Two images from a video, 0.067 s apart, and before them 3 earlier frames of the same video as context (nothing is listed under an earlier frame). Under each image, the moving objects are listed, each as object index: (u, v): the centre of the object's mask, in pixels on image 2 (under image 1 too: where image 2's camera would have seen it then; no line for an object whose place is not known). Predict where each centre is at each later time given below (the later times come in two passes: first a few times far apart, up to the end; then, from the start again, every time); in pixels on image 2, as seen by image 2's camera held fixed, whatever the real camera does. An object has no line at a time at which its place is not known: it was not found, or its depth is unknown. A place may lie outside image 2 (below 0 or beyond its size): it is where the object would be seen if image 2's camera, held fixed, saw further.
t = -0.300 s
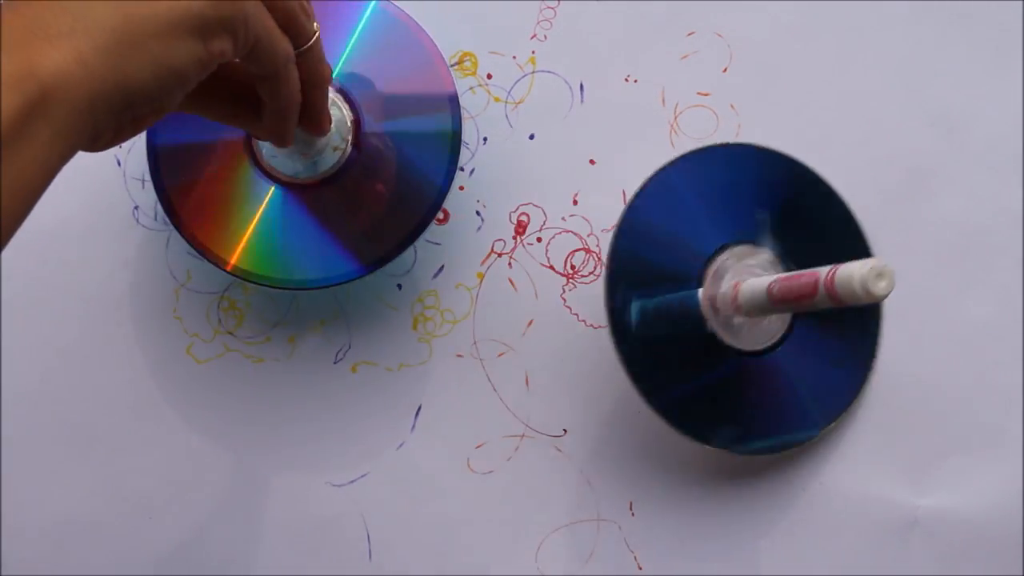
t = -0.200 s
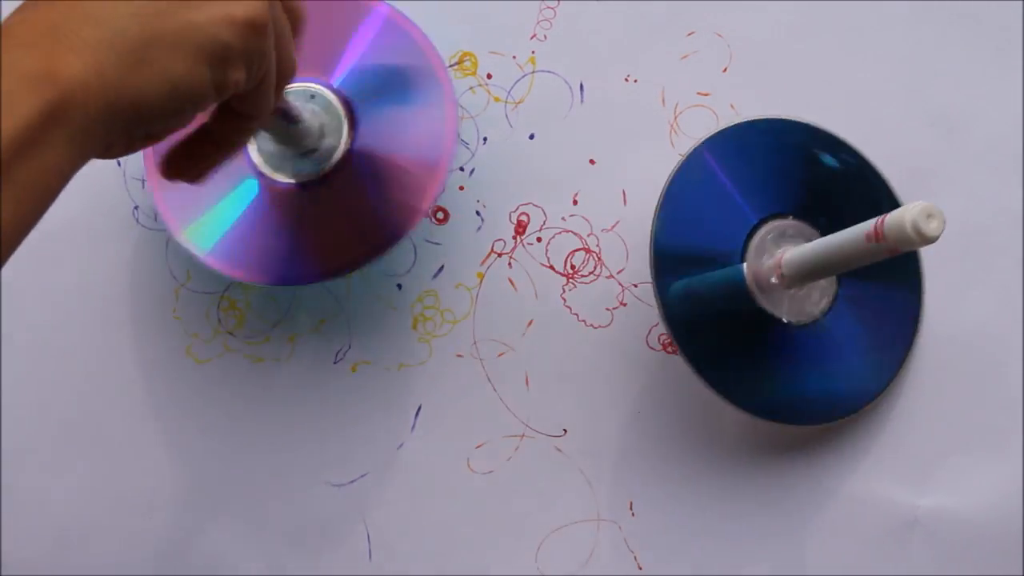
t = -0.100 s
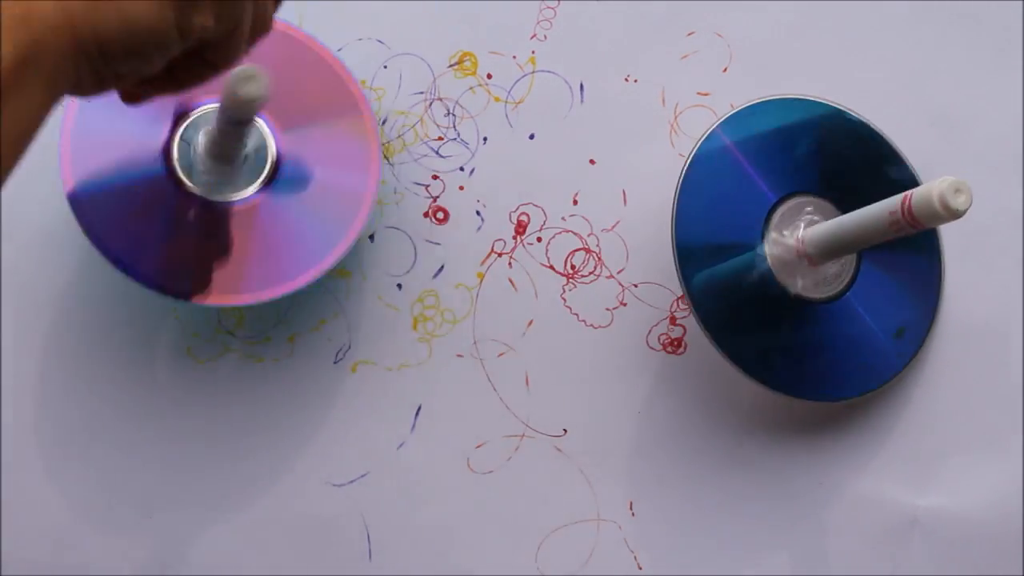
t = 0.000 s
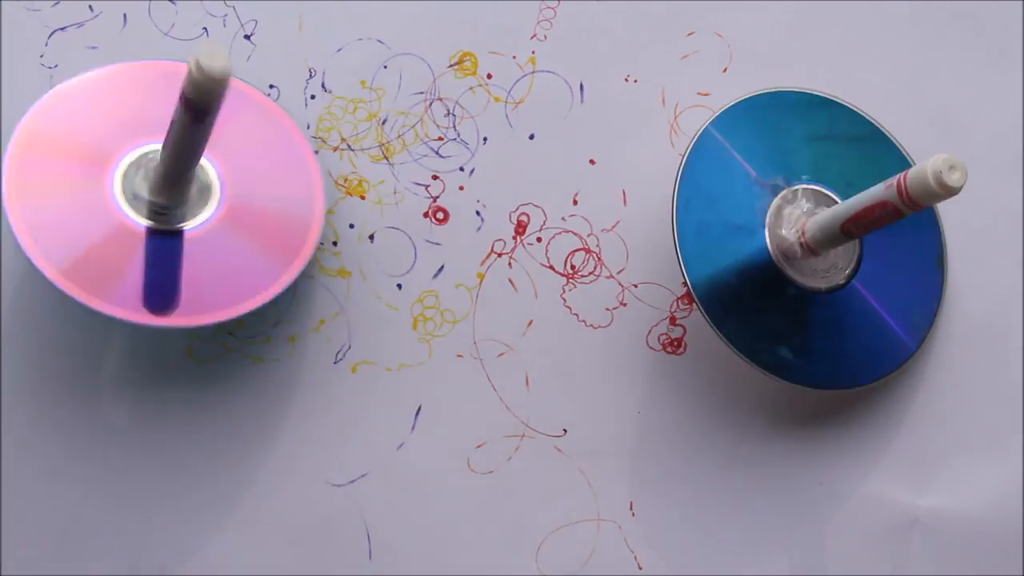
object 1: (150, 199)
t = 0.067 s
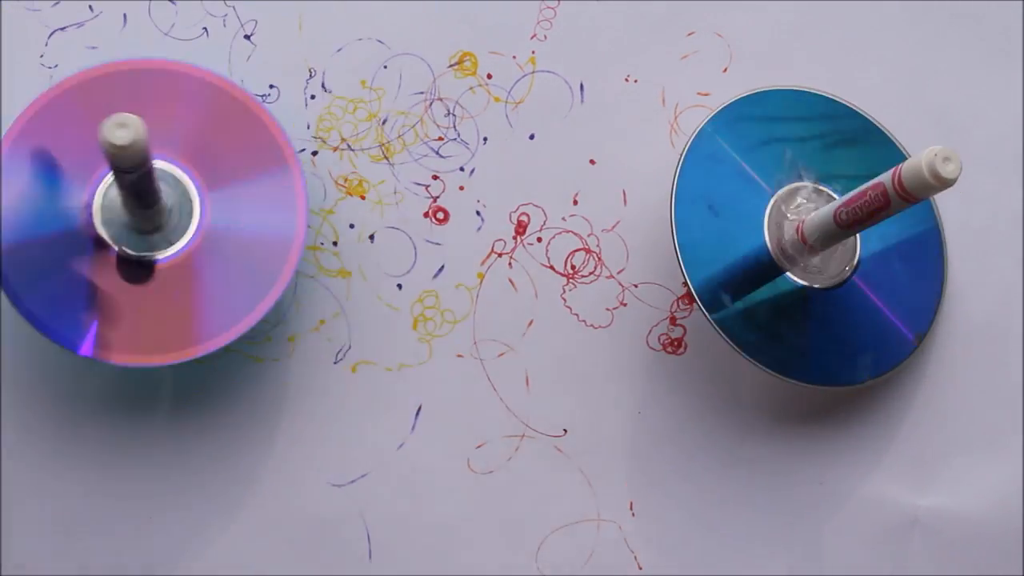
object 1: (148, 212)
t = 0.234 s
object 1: (118, 246)
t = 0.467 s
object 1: (121, 269)
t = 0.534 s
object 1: (123, 289)
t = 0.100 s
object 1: (150, 234)
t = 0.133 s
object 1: (140, 243)
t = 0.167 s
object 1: (124, 249)
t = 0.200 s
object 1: (121, 243)
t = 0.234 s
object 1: (118, 246)
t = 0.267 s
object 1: (115, 247)
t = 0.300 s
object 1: (114, 245)
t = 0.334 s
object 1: (116, 245)
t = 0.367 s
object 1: (117, 247)
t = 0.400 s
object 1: (119, 252)
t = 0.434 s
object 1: (120, 260)
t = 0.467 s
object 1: (121, 269)
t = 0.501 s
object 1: (122, 280)
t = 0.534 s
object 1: (123, 289)
